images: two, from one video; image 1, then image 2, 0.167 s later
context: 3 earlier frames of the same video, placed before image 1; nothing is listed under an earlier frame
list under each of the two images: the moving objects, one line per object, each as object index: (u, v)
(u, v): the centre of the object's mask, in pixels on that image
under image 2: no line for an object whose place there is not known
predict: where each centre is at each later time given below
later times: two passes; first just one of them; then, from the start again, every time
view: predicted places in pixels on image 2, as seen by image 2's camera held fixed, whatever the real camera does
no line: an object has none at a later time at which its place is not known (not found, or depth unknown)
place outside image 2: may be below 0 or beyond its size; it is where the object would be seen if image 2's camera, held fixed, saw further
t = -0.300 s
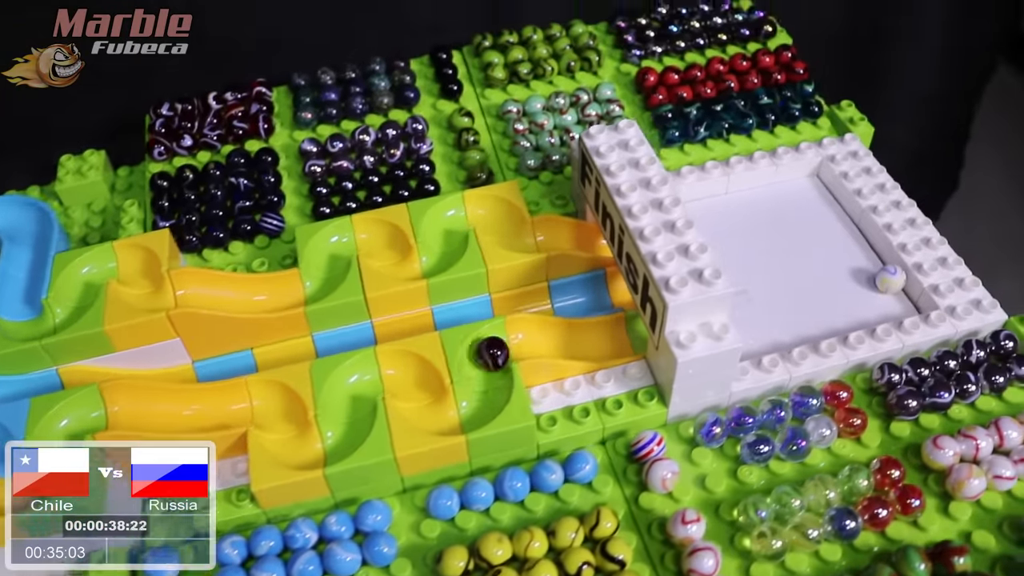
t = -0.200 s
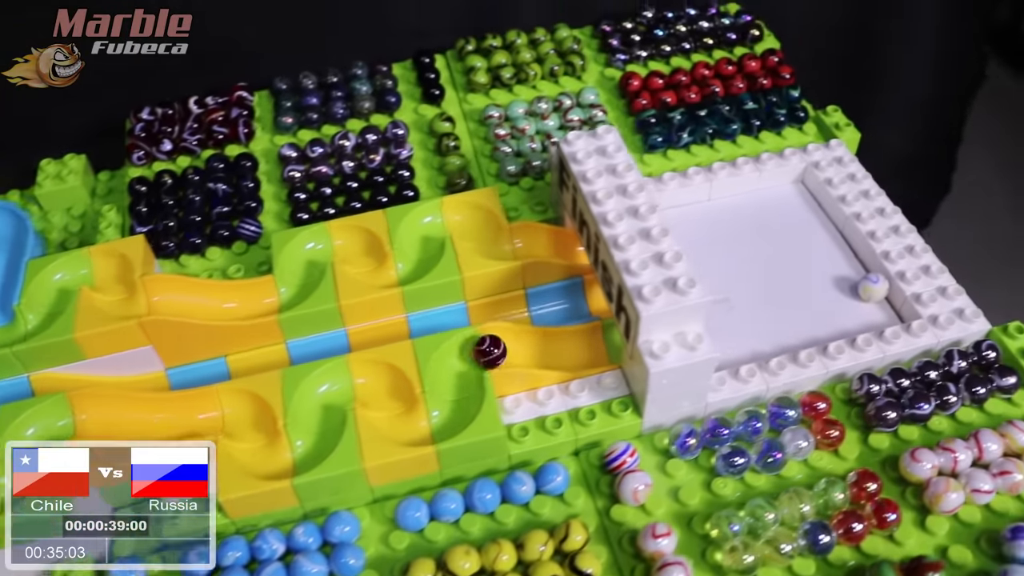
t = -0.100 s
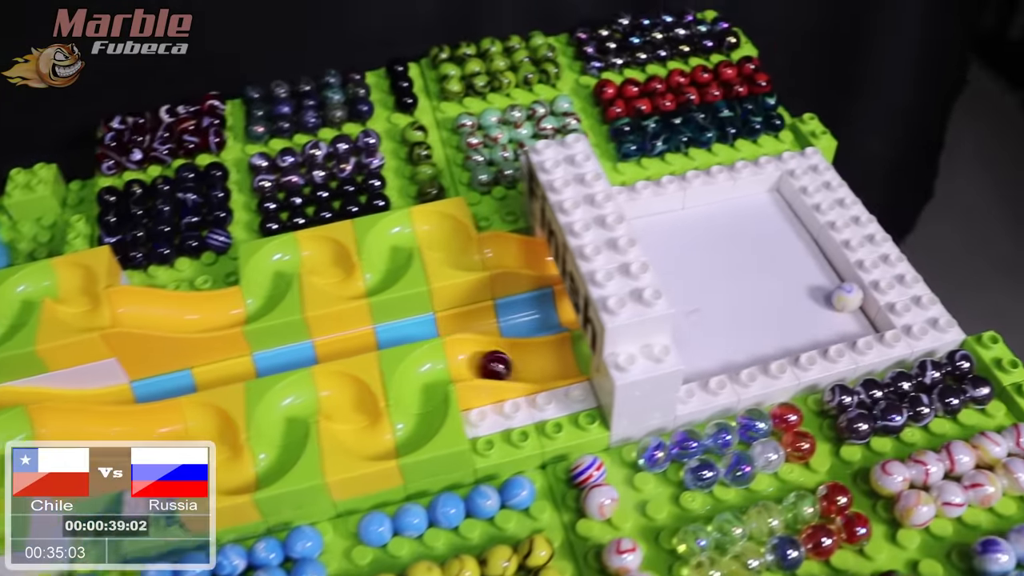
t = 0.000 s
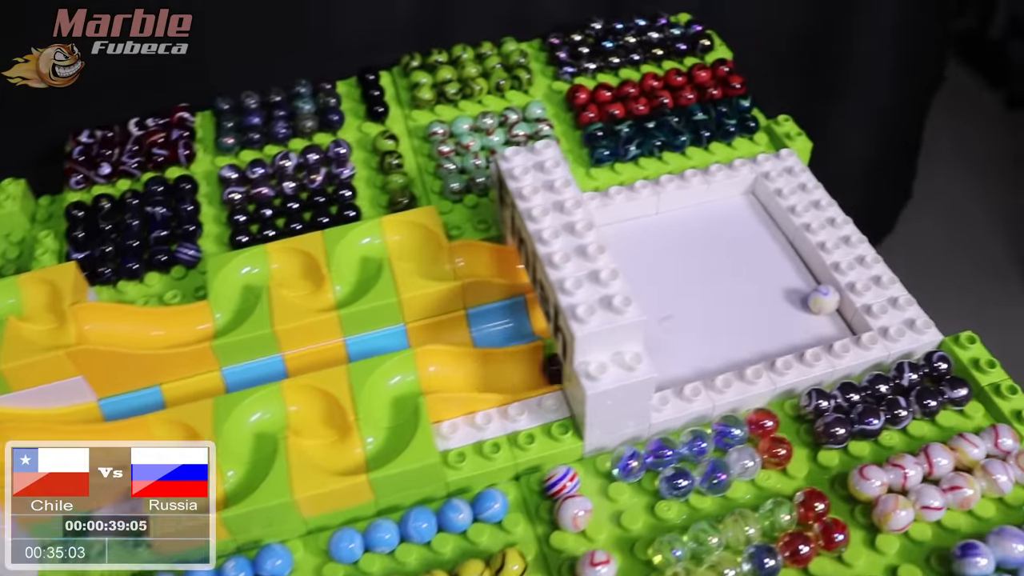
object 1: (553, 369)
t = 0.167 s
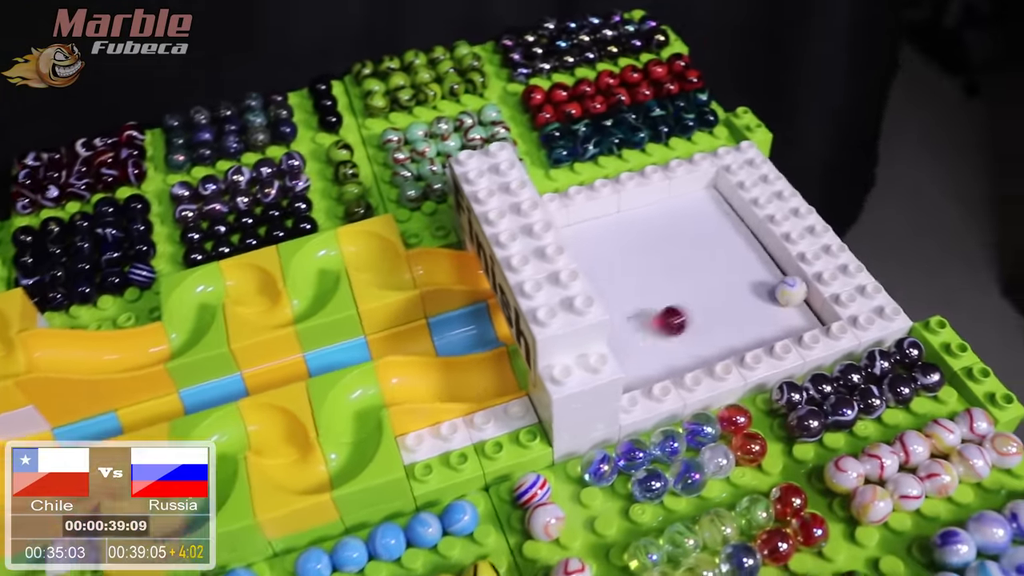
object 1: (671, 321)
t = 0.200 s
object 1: (698, 311)
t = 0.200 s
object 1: (698, 311)
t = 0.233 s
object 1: (725, 301)
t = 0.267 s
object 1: (750, 291)
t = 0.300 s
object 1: (759, 283)
